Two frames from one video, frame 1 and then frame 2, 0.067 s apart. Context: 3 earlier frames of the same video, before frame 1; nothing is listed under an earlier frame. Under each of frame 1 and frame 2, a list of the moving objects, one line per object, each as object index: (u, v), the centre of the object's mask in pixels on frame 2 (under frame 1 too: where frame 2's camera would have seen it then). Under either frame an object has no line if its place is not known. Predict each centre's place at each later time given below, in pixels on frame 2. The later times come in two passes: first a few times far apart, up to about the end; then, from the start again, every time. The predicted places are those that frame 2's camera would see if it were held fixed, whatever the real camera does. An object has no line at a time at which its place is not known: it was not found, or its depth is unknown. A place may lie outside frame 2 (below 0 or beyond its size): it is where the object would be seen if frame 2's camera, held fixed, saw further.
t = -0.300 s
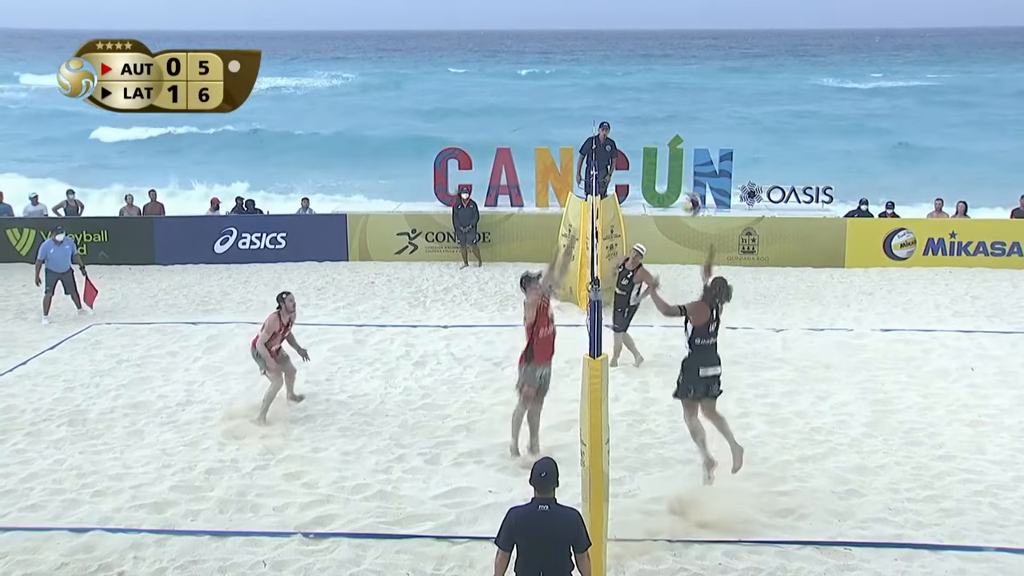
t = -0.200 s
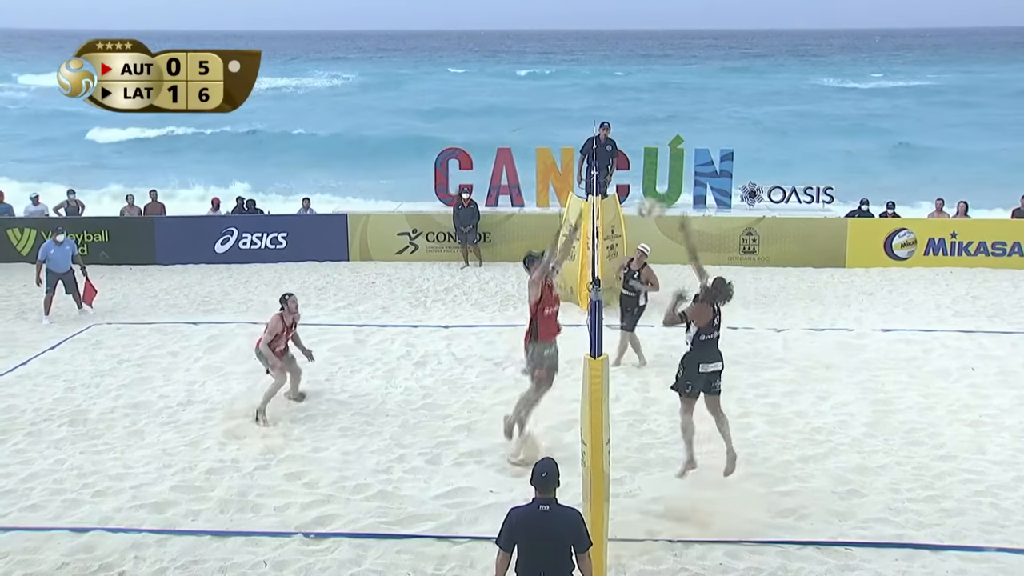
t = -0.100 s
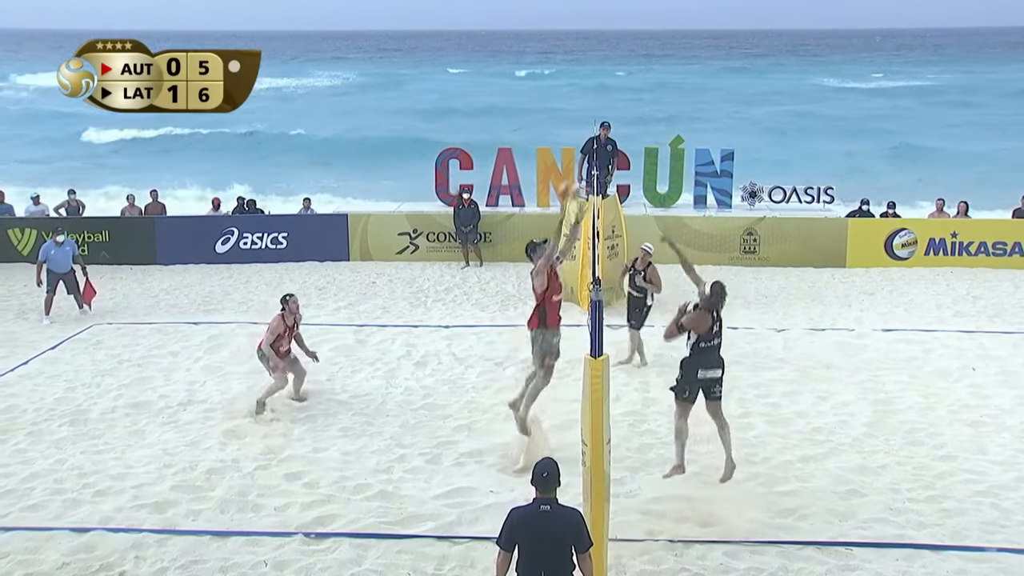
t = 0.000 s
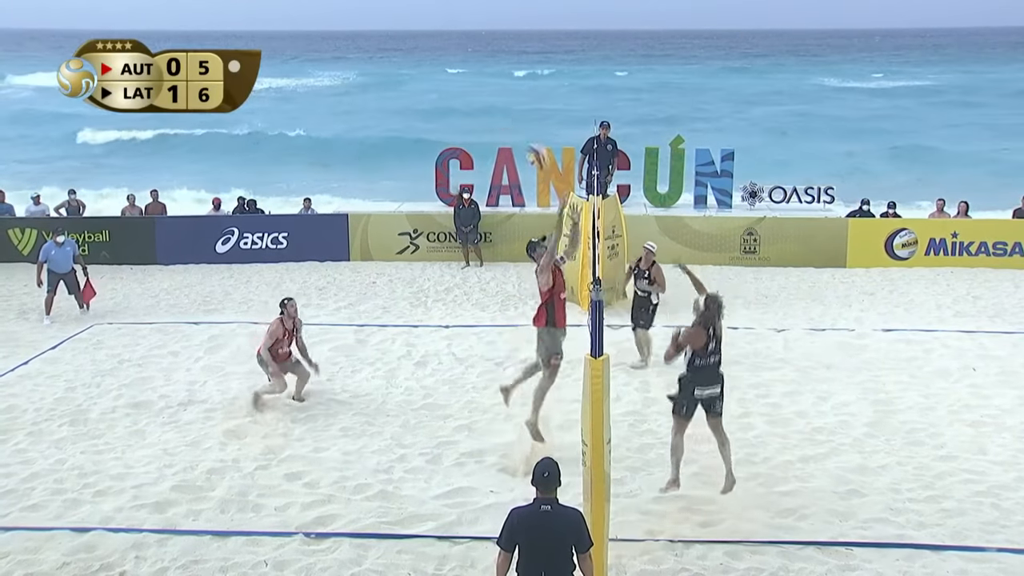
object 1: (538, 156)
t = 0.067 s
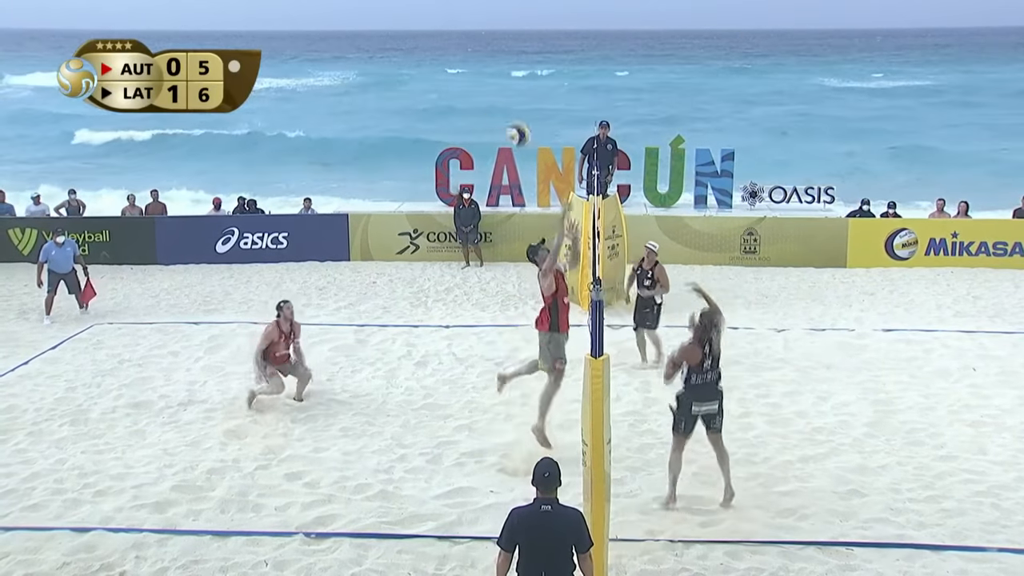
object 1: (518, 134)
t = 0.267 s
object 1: (464, 96)
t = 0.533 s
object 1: (395, 103)
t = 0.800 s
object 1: (335, 175)
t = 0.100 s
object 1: (509, 125)
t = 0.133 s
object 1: (500, 116)
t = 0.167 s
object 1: (490, 109)
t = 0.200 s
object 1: (481, 103)
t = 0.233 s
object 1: (472, 98)
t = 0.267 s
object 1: (464, 96)
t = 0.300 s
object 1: (456, 93)
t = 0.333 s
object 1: (445, 90)
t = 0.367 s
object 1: (438, 90)
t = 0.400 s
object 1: (429, 90)
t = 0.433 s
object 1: (420, 92)
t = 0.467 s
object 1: (411, 94)
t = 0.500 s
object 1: (404, 99)
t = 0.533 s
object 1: (395, 103)
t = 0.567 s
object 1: (387, 108)
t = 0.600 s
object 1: (378, 116)
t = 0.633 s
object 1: (372, 122)
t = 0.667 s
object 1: (364, 132)
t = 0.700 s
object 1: (356, 140)
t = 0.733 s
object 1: (349, 152)
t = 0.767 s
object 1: (342, 163)
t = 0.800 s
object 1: (335, 175)
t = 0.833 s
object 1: (328, 187)
